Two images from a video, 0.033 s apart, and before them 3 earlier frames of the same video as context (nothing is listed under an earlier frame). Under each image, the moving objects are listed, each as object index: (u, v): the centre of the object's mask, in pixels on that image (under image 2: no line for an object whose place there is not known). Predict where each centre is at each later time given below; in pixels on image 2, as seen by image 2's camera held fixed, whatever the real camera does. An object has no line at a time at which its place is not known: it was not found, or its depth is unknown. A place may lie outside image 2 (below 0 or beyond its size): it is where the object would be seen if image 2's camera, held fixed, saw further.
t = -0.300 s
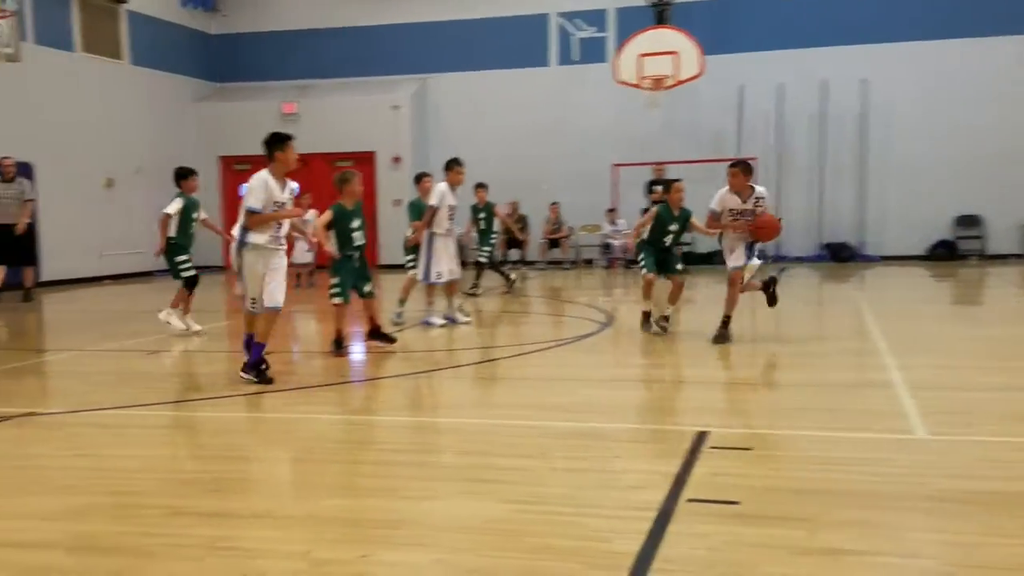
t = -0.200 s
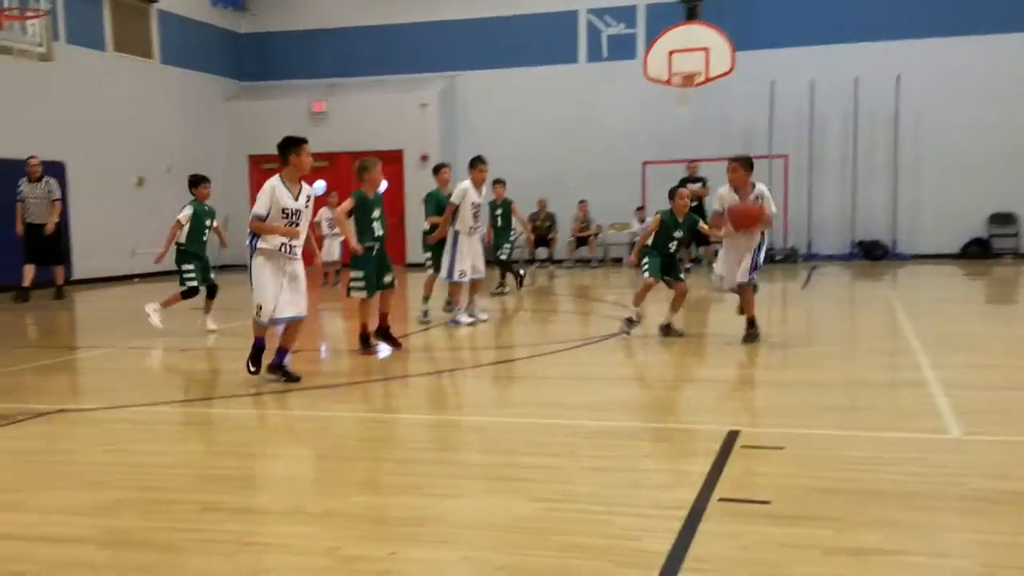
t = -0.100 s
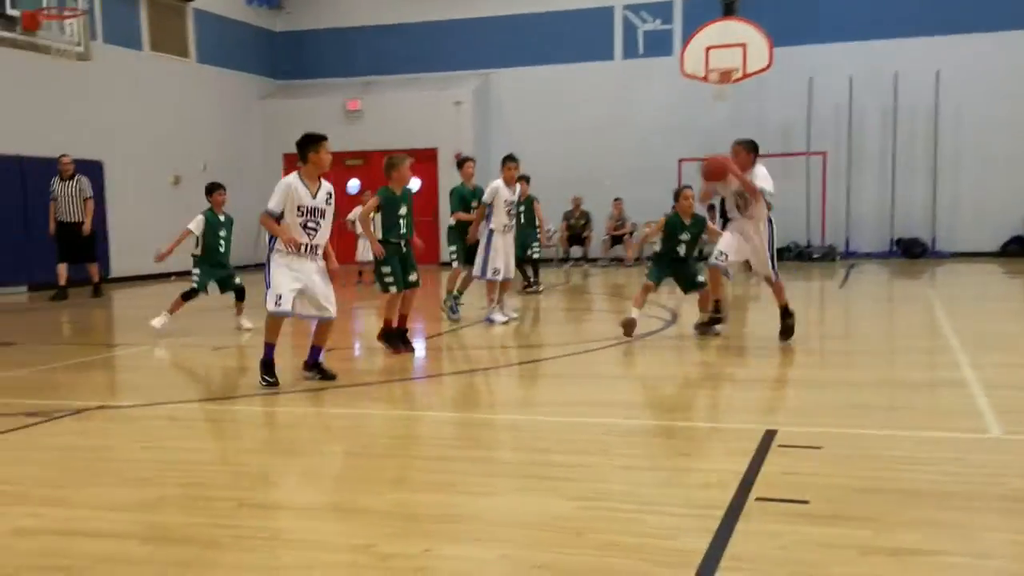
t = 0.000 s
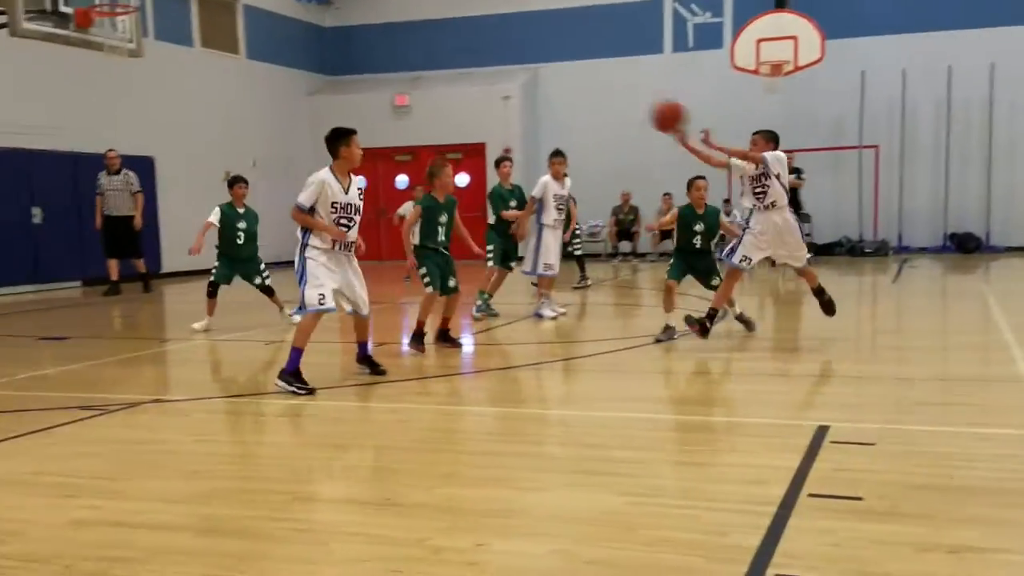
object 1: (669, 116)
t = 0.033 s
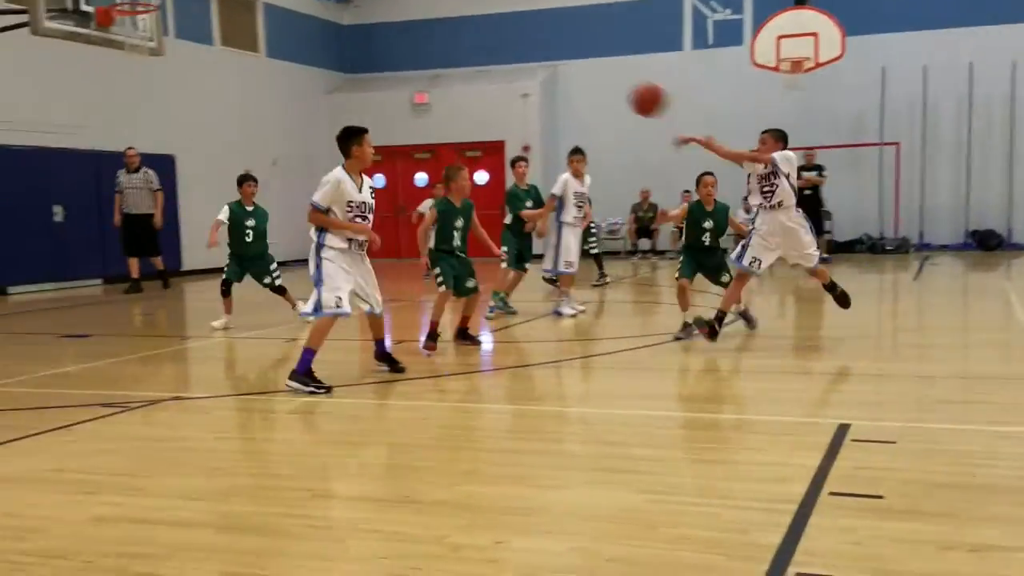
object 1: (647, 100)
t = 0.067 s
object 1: (614, 85)
